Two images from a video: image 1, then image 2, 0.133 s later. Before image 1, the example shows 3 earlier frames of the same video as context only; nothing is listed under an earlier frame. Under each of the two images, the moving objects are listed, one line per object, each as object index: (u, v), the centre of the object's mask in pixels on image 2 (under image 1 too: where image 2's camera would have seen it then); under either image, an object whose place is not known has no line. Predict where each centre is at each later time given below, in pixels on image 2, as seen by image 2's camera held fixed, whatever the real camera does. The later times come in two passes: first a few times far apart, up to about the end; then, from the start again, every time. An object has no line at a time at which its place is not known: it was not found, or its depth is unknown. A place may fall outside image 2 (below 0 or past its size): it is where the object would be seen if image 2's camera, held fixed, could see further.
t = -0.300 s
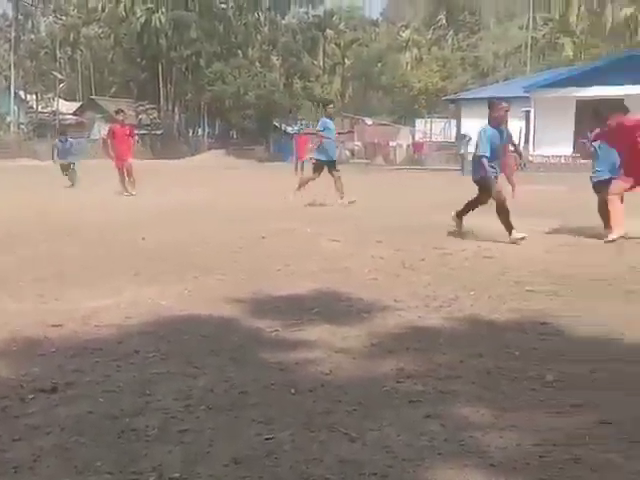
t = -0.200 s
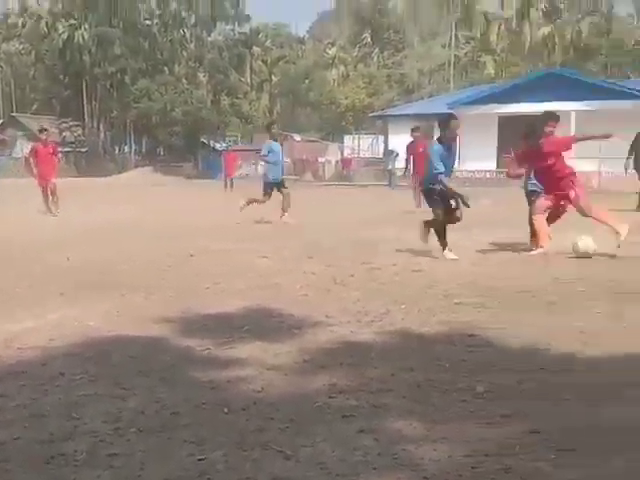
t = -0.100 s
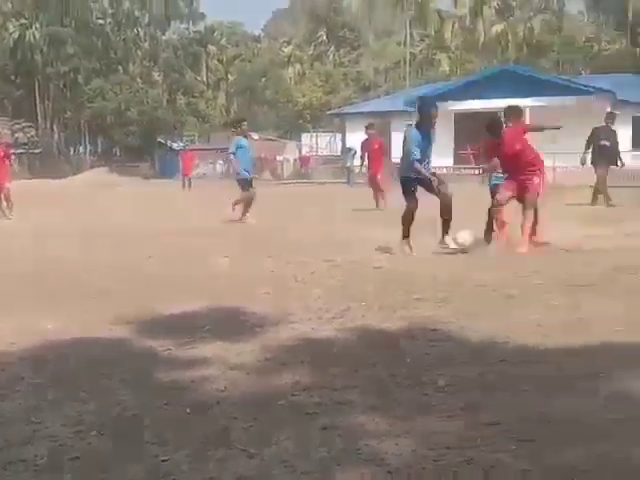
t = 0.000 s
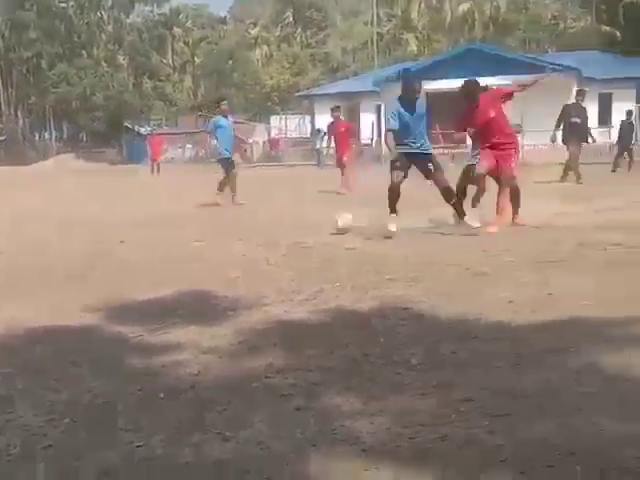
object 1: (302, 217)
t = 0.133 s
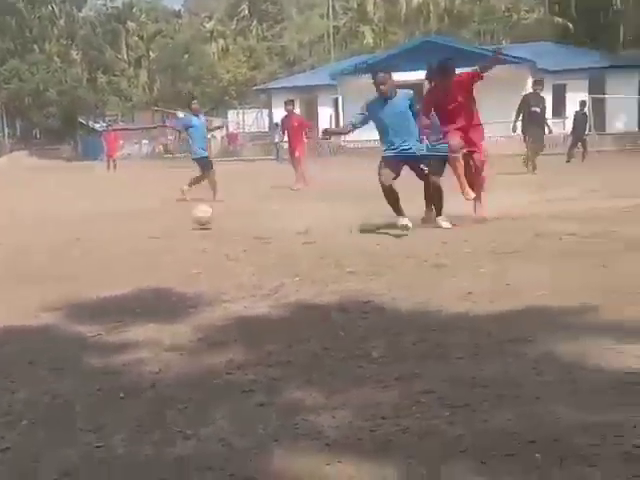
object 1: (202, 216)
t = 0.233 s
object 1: (136, 218)
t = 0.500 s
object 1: (5, 210)
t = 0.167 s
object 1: (180, 215)
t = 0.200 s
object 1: (158, 216)
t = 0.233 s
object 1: (136, 218)
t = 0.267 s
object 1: (114, 220)
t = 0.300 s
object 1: (94, 223)
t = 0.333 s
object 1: (76, 223)
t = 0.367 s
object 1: (61, 218)
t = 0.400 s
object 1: (47, 214)
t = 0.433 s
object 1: (33, 212)
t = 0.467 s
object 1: (19, 210)
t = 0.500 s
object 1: (5, 210)
